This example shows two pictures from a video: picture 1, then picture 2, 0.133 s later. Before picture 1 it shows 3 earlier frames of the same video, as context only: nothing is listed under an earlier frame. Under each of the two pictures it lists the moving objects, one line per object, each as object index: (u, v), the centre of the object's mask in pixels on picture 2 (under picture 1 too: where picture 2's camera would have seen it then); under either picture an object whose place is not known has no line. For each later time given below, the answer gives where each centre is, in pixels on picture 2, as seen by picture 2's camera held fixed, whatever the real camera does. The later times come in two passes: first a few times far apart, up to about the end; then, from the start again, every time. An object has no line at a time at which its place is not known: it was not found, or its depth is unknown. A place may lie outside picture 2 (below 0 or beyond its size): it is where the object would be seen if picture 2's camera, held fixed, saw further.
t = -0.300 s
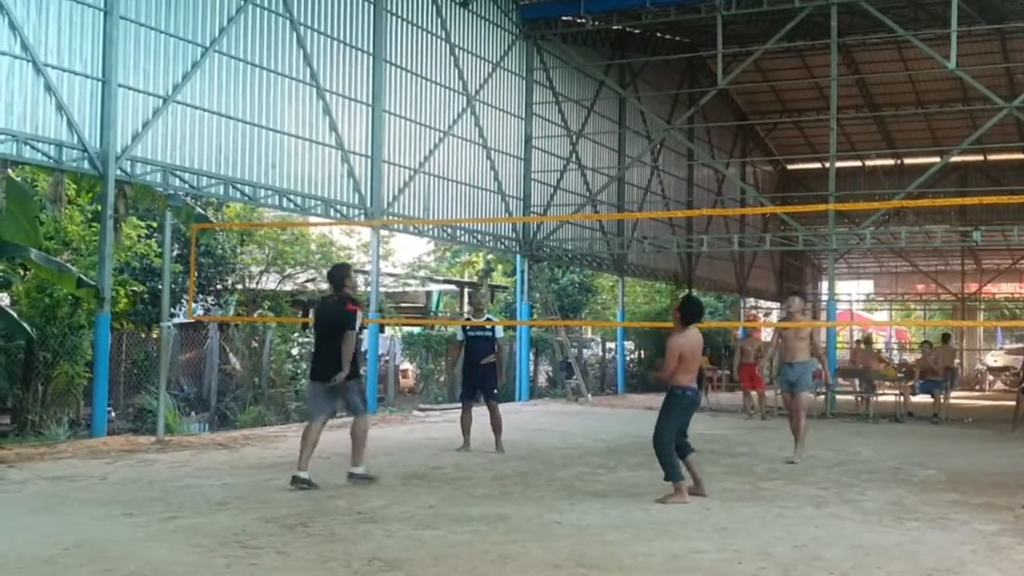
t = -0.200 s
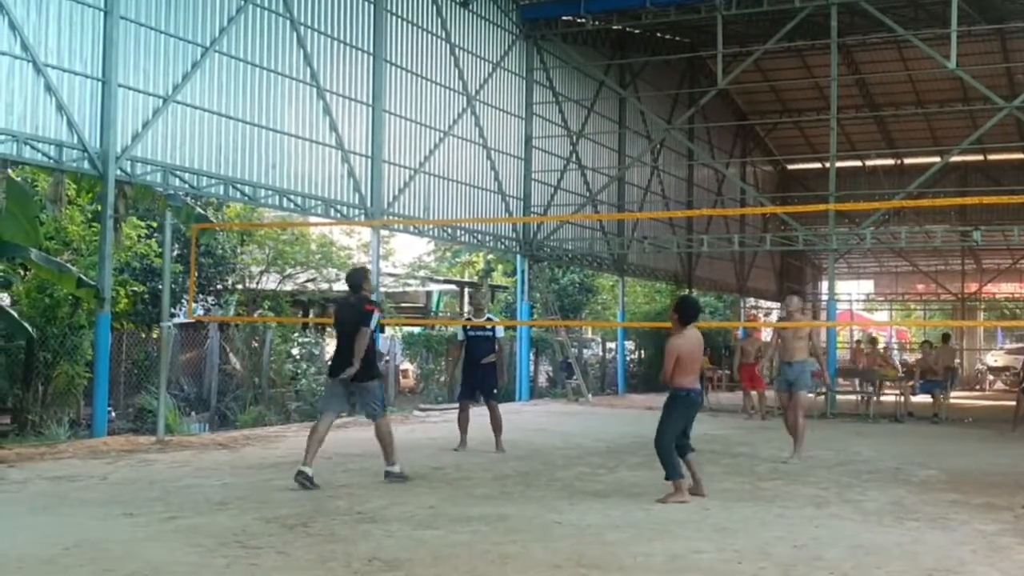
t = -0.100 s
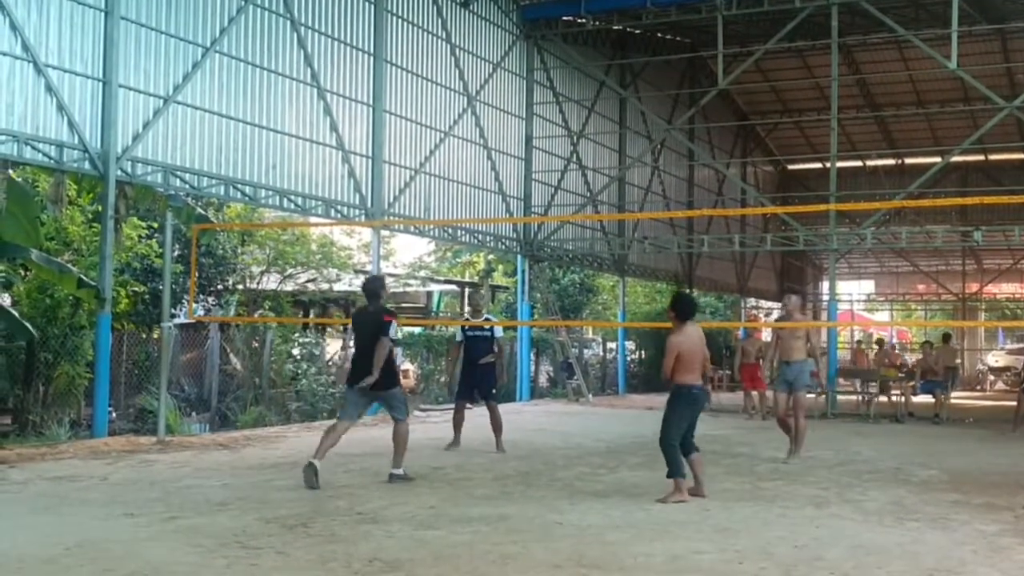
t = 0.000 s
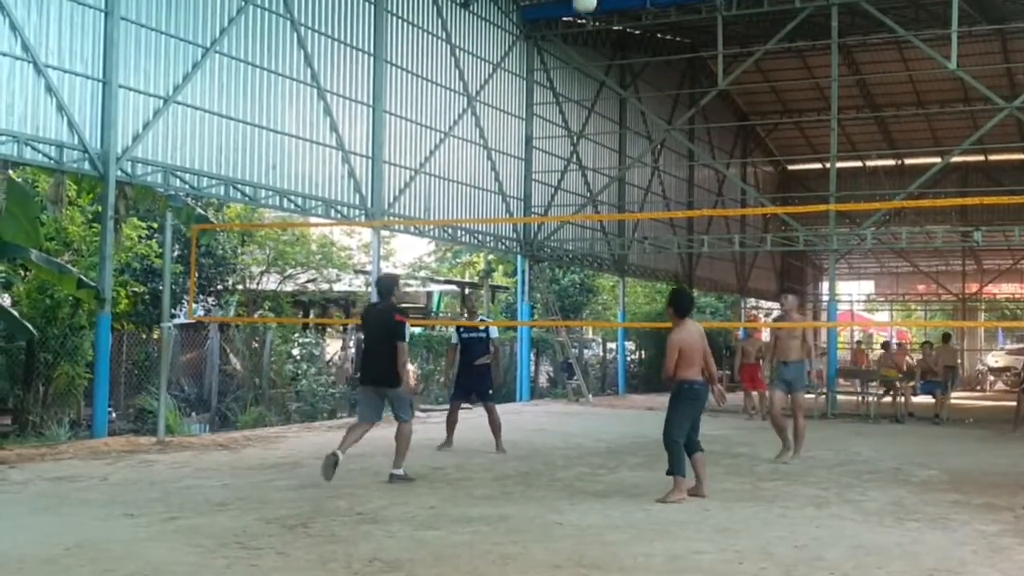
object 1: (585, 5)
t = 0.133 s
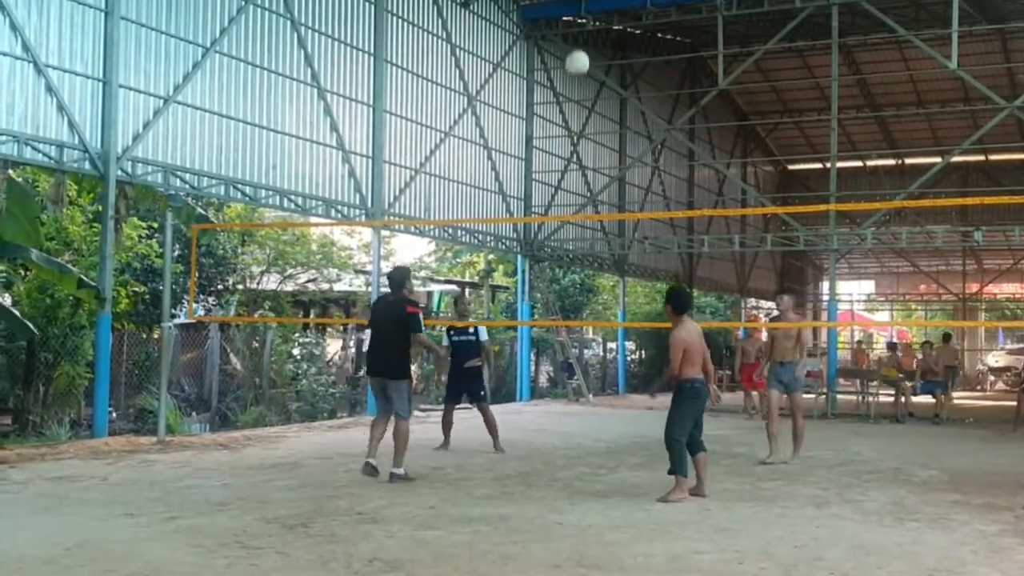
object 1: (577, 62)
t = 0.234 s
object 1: (572, 119)
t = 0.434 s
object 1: (561, 256)
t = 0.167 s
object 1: (575, 80)
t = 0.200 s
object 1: (574, 99)
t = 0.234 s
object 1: (572, 119)
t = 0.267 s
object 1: (571, 140)
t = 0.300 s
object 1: (569, 163)
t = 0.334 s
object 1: (567, 184)
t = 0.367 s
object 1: (564, 209)
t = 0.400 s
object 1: (563, 230)
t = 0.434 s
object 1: (561, 256)
